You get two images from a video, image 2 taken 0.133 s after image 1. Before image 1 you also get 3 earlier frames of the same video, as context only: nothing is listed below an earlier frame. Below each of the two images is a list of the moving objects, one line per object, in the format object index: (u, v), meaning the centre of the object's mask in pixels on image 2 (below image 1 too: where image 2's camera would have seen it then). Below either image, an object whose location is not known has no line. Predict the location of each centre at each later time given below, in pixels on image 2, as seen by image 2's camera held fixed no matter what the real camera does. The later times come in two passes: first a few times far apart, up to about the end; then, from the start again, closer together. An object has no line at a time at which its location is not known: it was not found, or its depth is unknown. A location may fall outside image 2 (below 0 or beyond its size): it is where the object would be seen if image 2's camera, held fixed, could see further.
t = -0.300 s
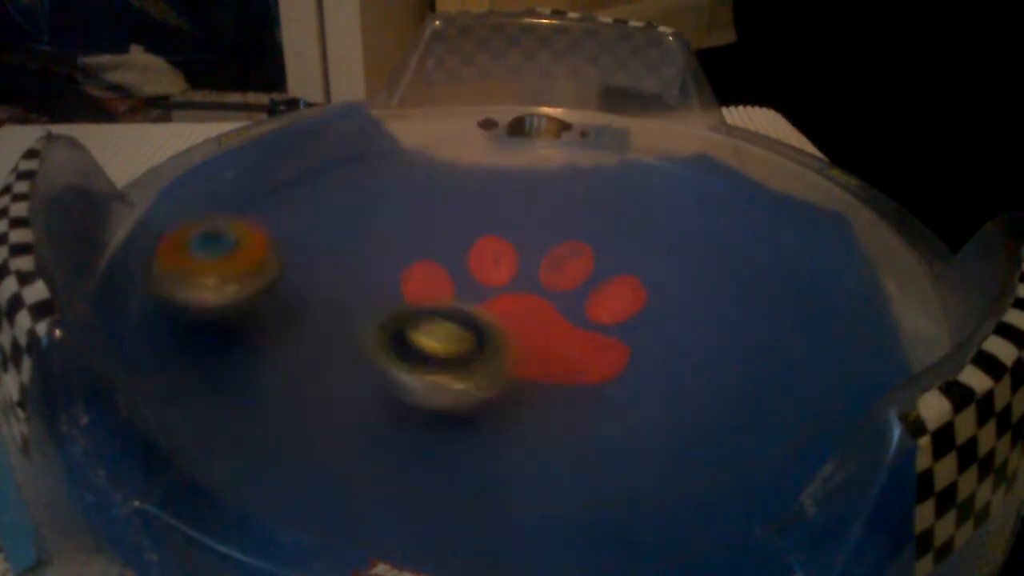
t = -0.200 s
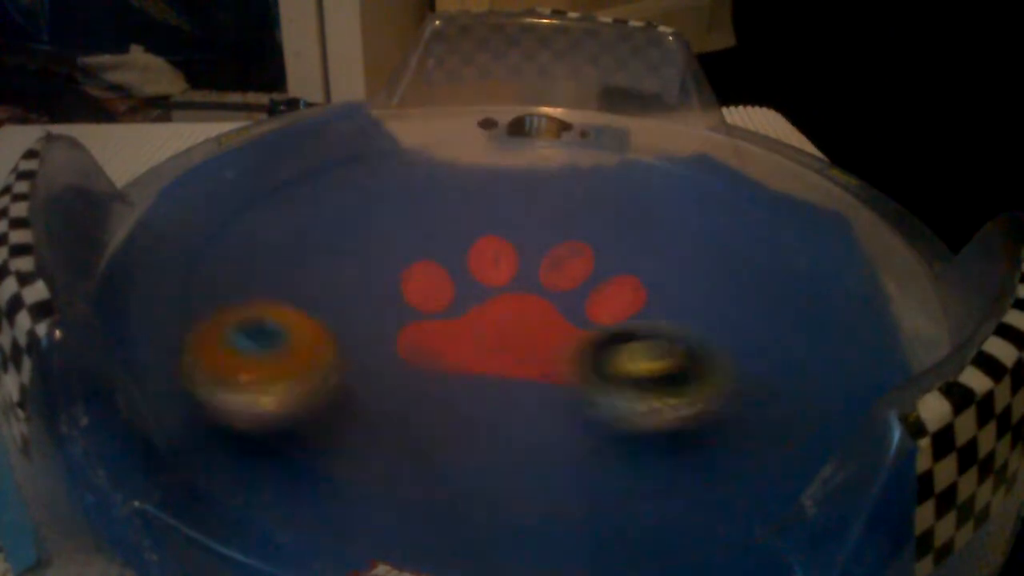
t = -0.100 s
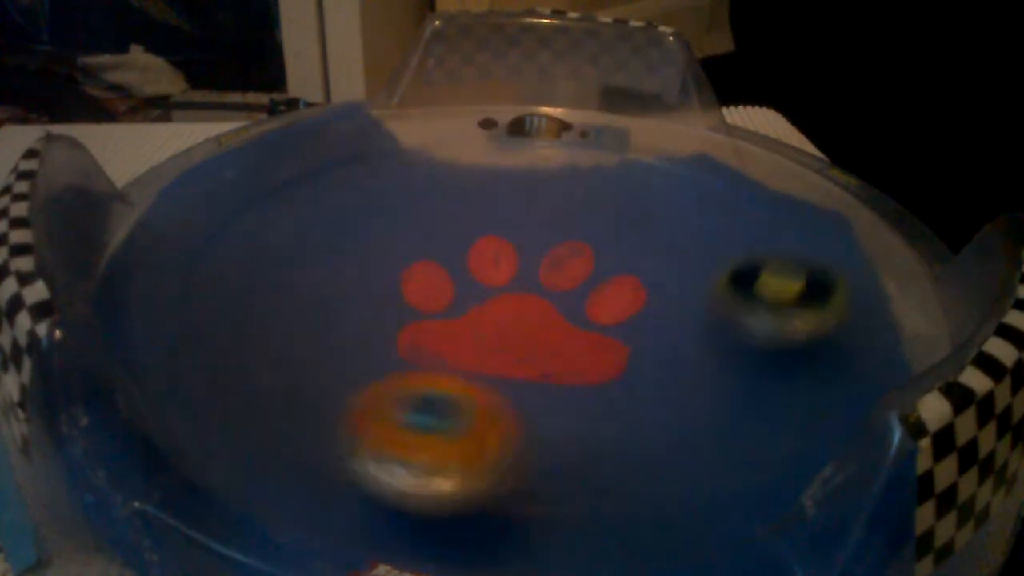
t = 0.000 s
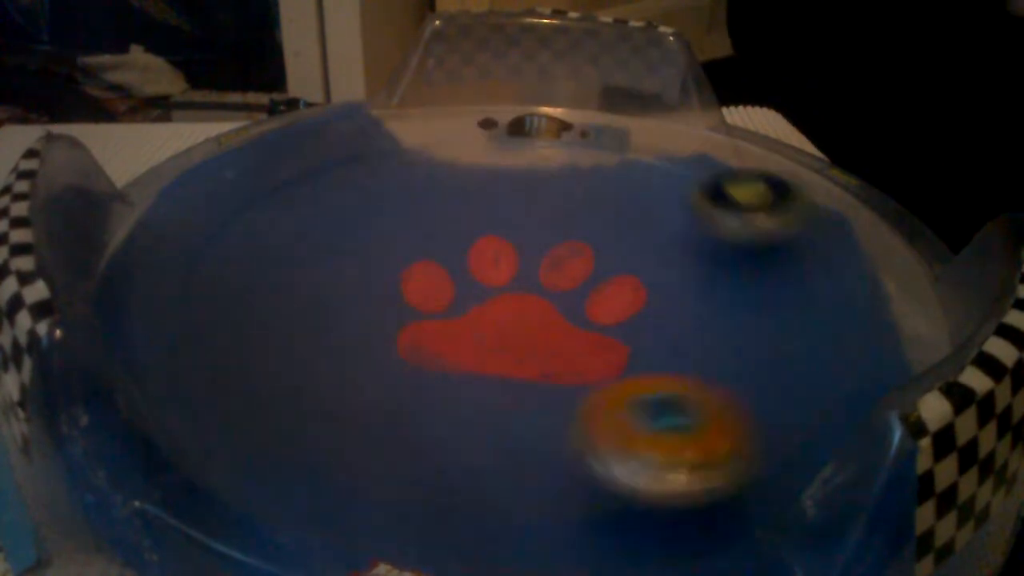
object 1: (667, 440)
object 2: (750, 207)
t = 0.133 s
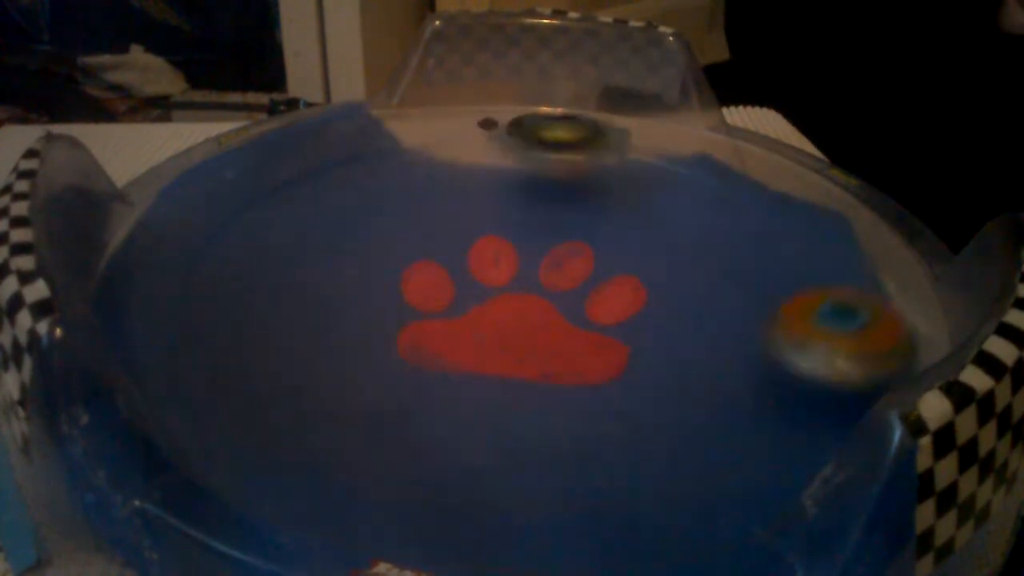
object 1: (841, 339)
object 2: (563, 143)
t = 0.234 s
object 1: (838, 249)
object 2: (397, 160)
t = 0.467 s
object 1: (617, 131)
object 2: (387, 400)
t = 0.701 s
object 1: (334, 140)
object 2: (850, 300)
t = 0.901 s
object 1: (197, 274)
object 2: (641, 151)
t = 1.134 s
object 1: (519, 450)
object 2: (280, 196)
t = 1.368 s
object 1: (844, 312)
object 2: (451, 442)
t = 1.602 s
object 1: (709, 152)
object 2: (835, 282)
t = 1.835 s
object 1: (418, 122)
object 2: (561, 133)
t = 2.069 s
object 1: (191, 286)
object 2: (326, 187)
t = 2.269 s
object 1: (523, 451)
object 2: (537, 345)
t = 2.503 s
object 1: (804, 330)
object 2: (748, 189)
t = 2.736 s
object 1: (665, 181)
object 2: (472, 146)
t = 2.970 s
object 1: (387, 148)
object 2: (462, 354)
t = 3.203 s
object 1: (213, 255)
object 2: (852, 290)
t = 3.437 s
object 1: (432, 416)
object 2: (595, 178)
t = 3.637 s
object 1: (752, 351)
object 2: (359, 284)
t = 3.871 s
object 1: (712, 184)
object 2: (666, 432)
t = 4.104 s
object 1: (484, 125)
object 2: (723, 252)
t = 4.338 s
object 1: (271, 180)
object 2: (410, 216)
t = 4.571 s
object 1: (237, 331)
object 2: (490, 376)
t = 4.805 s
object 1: (513, 397)
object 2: (696, 250)
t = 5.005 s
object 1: (674, 317)
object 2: (472, 173)
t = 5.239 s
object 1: (613, 208)
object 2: (337, 315)
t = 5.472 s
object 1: (485, 190)
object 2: (708, 336)
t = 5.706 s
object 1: (422, 228)
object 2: (623, 176)
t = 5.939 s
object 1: (431, 283)
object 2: (348, 217)
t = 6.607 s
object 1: (761, 266)
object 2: (640, 236)
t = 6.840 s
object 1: (601, 254)
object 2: (526, 127)
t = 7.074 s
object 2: (408, 222)
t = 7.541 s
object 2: (618, 236)
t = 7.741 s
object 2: (545, 202)
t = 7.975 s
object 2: (565, 196)
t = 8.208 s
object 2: (514, 170)
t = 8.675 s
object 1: (514, 224)
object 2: (738, 250)
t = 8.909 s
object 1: (569, 212)
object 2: (670, 259)
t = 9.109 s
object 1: (593, 233)
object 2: (568, 325)
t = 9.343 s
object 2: (552, 390)
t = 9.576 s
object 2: (529, 350)
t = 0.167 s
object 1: (851, 307)
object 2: (509, 142)
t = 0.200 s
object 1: (850, 277)
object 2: (455, 146)
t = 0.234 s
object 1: (838, 249)
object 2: (397, 160)
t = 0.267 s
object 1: (818, 226)
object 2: (349, 182)
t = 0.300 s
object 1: (795, 204)
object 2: (304, 209)
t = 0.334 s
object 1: (763, 184)
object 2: (280, 239)
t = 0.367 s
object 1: (732, 168)
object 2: (270, 280)
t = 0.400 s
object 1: (695, 152)
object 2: (283, 320)
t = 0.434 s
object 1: (657, 140)
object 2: (326, 363)
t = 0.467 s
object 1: (617, 131)
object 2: (387, 400)
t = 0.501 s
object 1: (576, 128)
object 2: (479, 422)
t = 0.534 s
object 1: (532, 124)
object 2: (577, 434)
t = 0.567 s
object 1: (492, 120)
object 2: (670, 426)
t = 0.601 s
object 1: (452, 121)
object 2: (748, 407)
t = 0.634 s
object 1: (410, 127)
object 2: (803, 379)
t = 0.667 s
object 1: (371, 133)
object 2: (838, 339)
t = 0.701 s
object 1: (334, 140)
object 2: (850, 300)
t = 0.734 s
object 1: (297, 156)
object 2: (838, 265)
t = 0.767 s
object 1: (265, 172)
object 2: (818, 233)
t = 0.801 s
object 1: (239, 192)
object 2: (782, 206)
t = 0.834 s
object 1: (217, 216)
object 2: (742, 182)
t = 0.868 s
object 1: (202, 243)
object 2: (695, 163)
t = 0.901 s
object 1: (197, 274)
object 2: (641, 151)
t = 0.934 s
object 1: (204, 305)
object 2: (590, 140)
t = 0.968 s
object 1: (227, 338)
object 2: (532, 137)
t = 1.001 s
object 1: (266, 376)
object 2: (480, 137)
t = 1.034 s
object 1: (309, 400)
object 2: (425, 144)
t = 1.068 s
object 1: (374, 424)
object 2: (372, 157)
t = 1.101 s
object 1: (447, 443)
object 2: (324, 175)
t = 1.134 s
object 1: (519, 450)
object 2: (280, 196)
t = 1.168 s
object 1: (595, 450)
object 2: (248, 225)
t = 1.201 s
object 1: (665, 438)
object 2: (230, 257)
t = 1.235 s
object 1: (725, 421)
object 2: (227, 299)
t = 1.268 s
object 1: (775, 397)
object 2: (247, 342)
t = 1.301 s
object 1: (808, 371)
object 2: (293, 381)
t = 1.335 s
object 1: (834, 341)
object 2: (360, 415)
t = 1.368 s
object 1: (844, 312)
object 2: (451, 442)
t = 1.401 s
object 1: (843, 282)
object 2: (556, 449)
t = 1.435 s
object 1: (834, 256)
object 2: (655, 438)
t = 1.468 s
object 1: (820, 229)
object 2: (731, 417)
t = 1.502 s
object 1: (799, 207)
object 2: (786, 388)
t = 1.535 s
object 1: (775, 187)
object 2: (820, 352)
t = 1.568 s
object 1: (744, 168)
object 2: (837, 315)
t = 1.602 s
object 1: (709, 152)
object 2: (835, 282)
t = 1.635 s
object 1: (672, 136)
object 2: (814, 248)
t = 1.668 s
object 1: (629, 128)
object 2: (787, 219)
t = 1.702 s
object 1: (585, 123)
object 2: (750, 194)
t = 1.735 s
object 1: (544, 119)
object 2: (711, 172)
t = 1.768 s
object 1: (499, 118)
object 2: (663, 155)
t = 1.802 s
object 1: (457, 119)
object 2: (616, 142)
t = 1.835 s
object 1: (418, 122)
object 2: (561, 133)
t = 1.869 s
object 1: (378, 132)
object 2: (512, 128)
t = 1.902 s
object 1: (344, 138)
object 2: (458, 128)
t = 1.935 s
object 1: (304, 151)
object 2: (412, 132)
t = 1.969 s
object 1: (248, 167)
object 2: (397, 136)
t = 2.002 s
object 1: (216, 202)
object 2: (376, 145)
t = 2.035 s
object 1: (197, 245)
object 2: (350, 162)
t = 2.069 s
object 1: (191, 286)
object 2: (326, 187)
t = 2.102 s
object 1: (211, 326)
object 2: (318, 220)
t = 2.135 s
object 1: (249, 368)
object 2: (323, 253)
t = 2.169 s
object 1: (305, 401)
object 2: (351, 288)
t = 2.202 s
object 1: (369, 427)
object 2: (397, 316)
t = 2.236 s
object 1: (447, 443)
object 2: (464, 337)
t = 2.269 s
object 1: (523, 451)
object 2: (537, 345)
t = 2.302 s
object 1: (597, 447)
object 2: (608, 345)
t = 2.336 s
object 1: (658, 438)
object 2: (668, 328)
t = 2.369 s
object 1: (709, 424)
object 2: (715, 308)
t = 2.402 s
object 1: (748, 404)
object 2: (744, 281)
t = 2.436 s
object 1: (778, 380)
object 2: (758, 250)
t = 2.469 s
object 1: (796, 354)
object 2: (759, 219)
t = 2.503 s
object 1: (804, 330)
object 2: (748, 189)
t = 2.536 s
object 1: (804, 305)
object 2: (726, 165)
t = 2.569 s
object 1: (796, 279)
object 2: (693, 145)
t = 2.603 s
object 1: (780, 255)
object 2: (649, 134)
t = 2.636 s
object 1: (756, 232)
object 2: (603, 125)
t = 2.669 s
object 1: (730, 214)
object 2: (558, 128)
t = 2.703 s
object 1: (700, 196)
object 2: (513, 134)
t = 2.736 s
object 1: (665, 181)
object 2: (472, 146)
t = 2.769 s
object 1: (625, 167)
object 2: (432, 168)
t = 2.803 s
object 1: (589, 157)
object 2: (402, 195)
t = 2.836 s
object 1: (547, 146)
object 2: (384, 225)
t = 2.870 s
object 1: (509, 144)
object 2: (376, 259)
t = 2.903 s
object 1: (467, 142)
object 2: (387, 293)
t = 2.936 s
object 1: (429, 145)
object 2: (415, 327)
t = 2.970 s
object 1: (387, 148)
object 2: (462, 354)
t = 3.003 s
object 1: (350, 155)
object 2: (529, 375)
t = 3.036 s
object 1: (316, 164)
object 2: (602, 387)
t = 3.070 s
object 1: (286, 177)
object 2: (678, 382)
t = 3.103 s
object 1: (258, 192)
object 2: (744, 372)
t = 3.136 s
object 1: (238, 211)
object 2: (800, 351)
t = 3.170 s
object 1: (221, 232)
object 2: (842, 325)
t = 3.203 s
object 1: (213, 255)
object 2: (852, 290)
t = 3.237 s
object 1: (212, 280)
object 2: (840, 259)
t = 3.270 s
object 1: (223, 308)
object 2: (817, 231)
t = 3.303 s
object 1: (244, 334)
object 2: (787, 208)
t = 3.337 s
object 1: (276, 360)
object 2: (745, 192)
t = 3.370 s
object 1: (319, 383)
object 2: (702, 182)
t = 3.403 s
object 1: (374, 402)
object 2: (645, 177)
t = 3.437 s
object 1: (432, 416)
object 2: (595, 178)
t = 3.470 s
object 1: (500, 424)
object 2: (544, 184)
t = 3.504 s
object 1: (566, 421)
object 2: (495, 195)
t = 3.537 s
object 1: (626, 411)
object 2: (452, 211)
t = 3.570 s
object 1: (678, 394)
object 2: (411, 231)
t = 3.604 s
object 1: (723, 374)
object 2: (378, 255)
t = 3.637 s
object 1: (752, 351)
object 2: (359, 284)
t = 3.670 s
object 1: (770, 326)
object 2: (351, 315)
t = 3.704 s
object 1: (780, 299)
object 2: (362, 347)
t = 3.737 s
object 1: (781, 272)
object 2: (392, 381)
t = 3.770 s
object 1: (773, 246)
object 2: (446, 409)
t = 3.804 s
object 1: (756, 223)
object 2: (509, 431)
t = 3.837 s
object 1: (735, 203)
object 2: (589, 442)
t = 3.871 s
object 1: (712, 184)
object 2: (666, 432)
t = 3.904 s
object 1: (682, 168)
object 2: (733, 413)
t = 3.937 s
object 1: (651, 154)
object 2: (776, 385)
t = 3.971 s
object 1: (618, 142)
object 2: (800, 354)
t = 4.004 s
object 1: (584, 135)
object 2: (799, 325)
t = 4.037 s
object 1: (549, 130)
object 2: (786, 298)
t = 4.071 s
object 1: (515, 128)
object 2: (759, 272)
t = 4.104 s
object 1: (484, 125)
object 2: (723, 252)
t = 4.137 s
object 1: (452, 126)
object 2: (680, 234)
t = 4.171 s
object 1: (421, 132)
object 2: (634, 220)
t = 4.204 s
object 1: (393, 138)
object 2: (584, 210)
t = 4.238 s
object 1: (363, 147)
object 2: (535, 205)
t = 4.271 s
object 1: (338, 158)
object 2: (484, 203)
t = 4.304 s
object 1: (313, 172)
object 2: (434, 205)
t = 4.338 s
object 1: (271, 180)
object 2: (410, 216)
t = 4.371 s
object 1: (229, 191)
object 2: (384, 233)
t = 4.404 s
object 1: (207, 208)
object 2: (360, 253)
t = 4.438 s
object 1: (199, 232)
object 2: (350, 283)
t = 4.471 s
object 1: (197, 257)
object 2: (356, 313)
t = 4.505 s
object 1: (203, 282)
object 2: (380, 337)
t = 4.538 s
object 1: (218, 309)
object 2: (427, 361)
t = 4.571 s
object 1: (237, 331)
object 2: (490, 376)
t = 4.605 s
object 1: (265, 349)
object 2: (553, 379)
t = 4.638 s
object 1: (298, 367)
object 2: (615, 371)
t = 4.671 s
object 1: (335, 381)
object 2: (662, 354)
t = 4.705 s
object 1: (377, 390)
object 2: (693, 329)
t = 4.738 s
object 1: (419, 396)
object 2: (709, 302)
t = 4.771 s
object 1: (465, 399)
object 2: (709, 275)
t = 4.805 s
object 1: (513, 397)
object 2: (696, 250)
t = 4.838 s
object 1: (553, 392)
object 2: (672, 225)
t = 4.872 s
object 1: (590, 381)
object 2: (642, 205)
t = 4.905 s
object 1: (622, 368)
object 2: (605, 191)
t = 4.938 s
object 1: (646, 352)
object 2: (563, 180)
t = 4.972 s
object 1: (663, 333)
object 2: (519, 173)
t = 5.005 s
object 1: (674, 317)
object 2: (472, 173)
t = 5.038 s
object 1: (679, 299)
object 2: (430, 179)
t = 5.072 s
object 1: (677, 280)
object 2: (387, 190)
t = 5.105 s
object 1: (672, 263)
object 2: (354, 207)
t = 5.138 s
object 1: (661, 247)
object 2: (328, 226)
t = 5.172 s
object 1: (648, 232)
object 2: (315, 254)
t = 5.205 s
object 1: (632, 219)
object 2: (317, 287)
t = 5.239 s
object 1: (613, 208)
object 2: (337, 315)
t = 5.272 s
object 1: (592, 200)
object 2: (375, 345)
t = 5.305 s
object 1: (571, 193)
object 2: (430, 368)
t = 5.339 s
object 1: (551, 190)
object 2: (494, 380)
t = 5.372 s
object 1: (531, 187)
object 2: (562, 382)
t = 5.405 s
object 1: (515, 186)
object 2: (623, 375)
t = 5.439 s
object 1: (499, 188)
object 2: (672, 359)
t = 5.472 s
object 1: (485, 190)
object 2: (708, 336)
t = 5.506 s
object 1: (473, 193)
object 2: (730, 309)
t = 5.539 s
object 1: (462, 198)
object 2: (738, 282)
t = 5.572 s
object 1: (451, 202)
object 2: (733, 255)
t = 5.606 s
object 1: (442, 207)
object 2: (716, 231)
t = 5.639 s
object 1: (434, 213)
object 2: (692, 208)
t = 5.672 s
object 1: (428, 220)
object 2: (661, 190)
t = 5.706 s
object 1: (422, 228)
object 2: (623, 176)
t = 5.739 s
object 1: (419, 237)
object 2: (582, 167)
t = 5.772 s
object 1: (417, 244)
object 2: (537, 161)
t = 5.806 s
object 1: (417, 251)
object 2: (495, 160)
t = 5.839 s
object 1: (418, 259)
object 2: (449, 168)
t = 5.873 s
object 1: (421, 267)
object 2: (410, 178)
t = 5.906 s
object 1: (426, 275)
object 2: (375, 195)
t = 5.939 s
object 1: (431, 283)
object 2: (348, 217)
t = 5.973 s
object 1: (440, 290)
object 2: (332, 239)
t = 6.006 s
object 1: (502, 320)
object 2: (268, 211)
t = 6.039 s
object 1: (574, 352)
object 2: (205, 199)
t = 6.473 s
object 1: (820, 289)
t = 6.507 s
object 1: (797, 282)
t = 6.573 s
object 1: (774, 271)
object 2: (640, 257)
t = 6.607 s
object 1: (761, 266)
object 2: (640, 236)
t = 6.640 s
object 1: (744, 262)
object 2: (638, 211)
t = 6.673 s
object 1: (723, 259)
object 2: (630, 190)
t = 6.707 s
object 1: (700, 257)
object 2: (615, 172)
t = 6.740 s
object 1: (675, 255)
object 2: (597, 156)
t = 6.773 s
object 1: (650, 254)
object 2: (576, 142)
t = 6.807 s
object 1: (625, 254)
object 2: (552, 132)
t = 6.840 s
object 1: (601, 254)
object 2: (526, 127)
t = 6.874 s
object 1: (580, 256)
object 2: (503, 127)
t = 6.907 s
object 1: (559, 259)
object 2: (472, 132)
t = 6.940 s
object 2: (450, 142)
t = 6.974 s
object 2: (429, 159)
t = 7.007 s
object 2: (415, 180)
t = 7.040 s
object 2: (408, 202)
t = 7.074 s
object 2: (408, 222)
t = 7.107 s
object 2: (401, 219)
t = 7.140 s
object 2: (399, 219)
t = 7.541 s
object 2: (618, 236)
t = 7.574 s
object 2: (619, 223)
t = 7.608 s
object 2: (613, 210)
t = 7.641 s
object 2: (600, 203)
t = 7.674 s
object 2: (585, 197)
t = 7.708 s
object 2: (564, 197)
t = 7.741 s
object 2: (545, 202)
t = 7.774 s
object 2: (528, 210)
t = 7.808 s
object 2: (516, 220)
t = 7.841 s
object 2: (519, 220)
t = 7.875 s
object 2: (534, 208)
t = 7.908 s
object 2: (550, 214)
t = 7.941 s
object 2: (561, 204)
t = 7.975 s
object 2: (565, 196)
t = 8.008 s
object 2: (565, 185)
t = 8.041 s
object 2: (563, 176)
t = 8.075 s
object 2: (555, 166)
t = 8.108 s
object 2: (546, 160)
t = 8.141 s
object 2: (535, 157)
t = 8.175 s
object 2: (521, 164)
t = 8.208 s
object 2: (514, 170)
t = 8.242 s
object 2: (510, 185)
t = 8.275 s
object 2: (510, 201)
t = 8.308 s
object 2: (513, 216)
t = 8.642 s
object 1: (503, 228)
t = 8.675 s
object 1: (514, 224)
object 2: (738, 250)
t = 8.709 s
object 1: (524, 221)
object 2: (742, 246)
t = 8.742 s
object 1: (533, 218)
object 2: (739, 242)
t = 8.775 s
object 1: (543, 217)
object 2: (734, 243)
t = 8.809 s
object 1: (551, 215)
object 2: (723, 245)
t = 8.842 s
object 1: (558, 213)
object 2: (707, 247)
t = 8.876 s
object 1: (564, 213)
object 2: (687, 253)
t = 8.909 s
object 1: (569, 212)
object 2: (670, 259)
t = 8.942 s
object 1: (573, 212)
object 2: (650, 269)
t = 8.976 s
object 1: (578, 215)
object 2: (631, 281)
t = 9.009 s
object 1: (583, 217)
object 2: (613, 291)
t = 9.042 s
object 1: (587, 221)
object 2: (596, 303)
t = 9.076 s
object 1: (591, 227)
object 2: (582, 314)
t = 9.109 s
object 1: (593, 233)
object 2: (568, 325)
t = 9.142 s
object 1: (596, 239)
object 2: (558, 336)
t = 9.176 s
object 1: (599, 245)
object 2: (549, 347)
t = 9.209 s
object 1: (600, 251)
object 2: (543, 358)
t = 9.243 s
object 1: (603, 258)
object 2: (540, 369)
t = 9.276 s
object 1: (605, 265)
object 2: (539, 378)
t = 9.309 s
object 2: (543, 386)
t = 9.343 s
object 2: (552, 390)
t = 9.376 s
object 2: (557, 388)
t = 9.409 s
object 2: (563, 386)
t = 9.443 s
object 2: (567, 382)
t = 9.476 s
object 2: (566, 375)
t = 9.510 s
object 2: (562, 367)
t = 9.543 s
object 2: (547, 359)
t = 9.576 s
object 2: (529, 350)
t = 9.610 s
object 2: (507, 341)
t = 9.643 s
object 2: (488, 333)
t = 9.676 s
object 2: (468, 326)
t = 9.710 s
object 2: (449, 318)
